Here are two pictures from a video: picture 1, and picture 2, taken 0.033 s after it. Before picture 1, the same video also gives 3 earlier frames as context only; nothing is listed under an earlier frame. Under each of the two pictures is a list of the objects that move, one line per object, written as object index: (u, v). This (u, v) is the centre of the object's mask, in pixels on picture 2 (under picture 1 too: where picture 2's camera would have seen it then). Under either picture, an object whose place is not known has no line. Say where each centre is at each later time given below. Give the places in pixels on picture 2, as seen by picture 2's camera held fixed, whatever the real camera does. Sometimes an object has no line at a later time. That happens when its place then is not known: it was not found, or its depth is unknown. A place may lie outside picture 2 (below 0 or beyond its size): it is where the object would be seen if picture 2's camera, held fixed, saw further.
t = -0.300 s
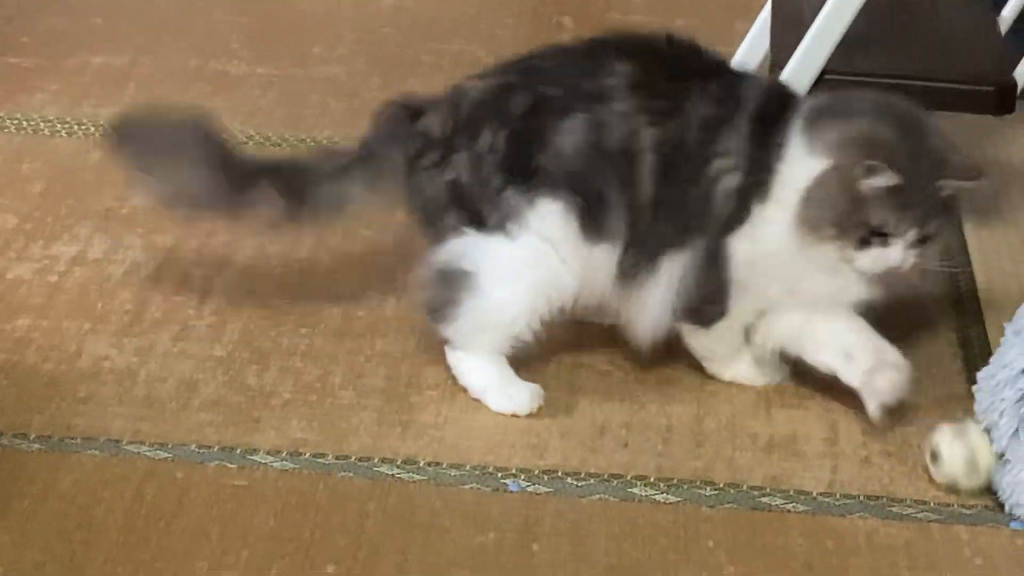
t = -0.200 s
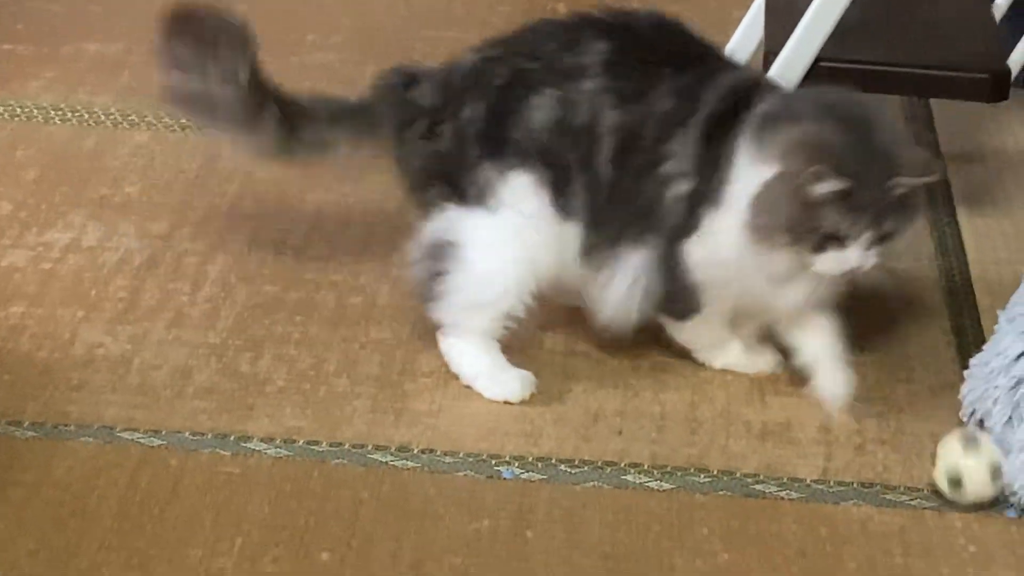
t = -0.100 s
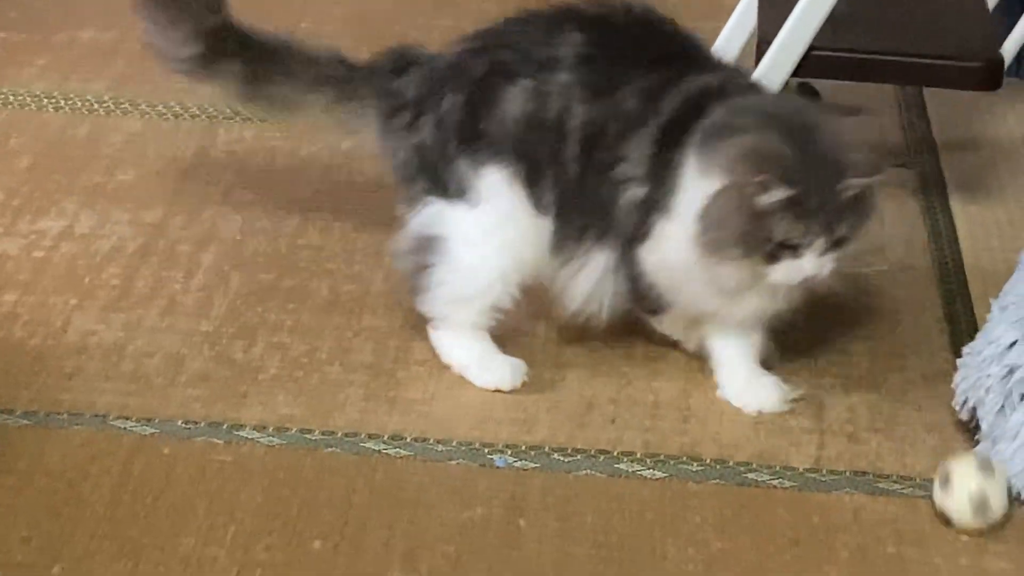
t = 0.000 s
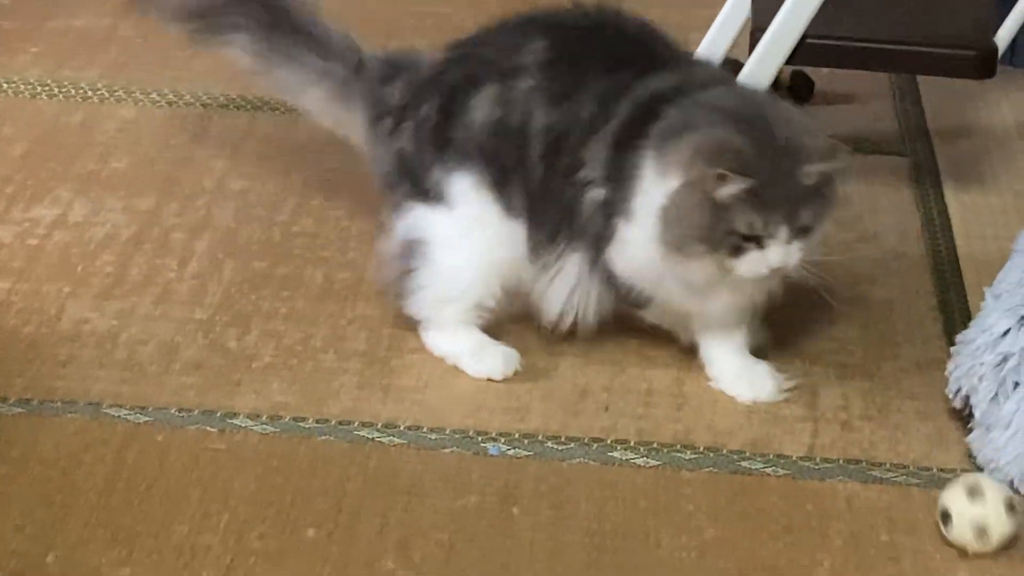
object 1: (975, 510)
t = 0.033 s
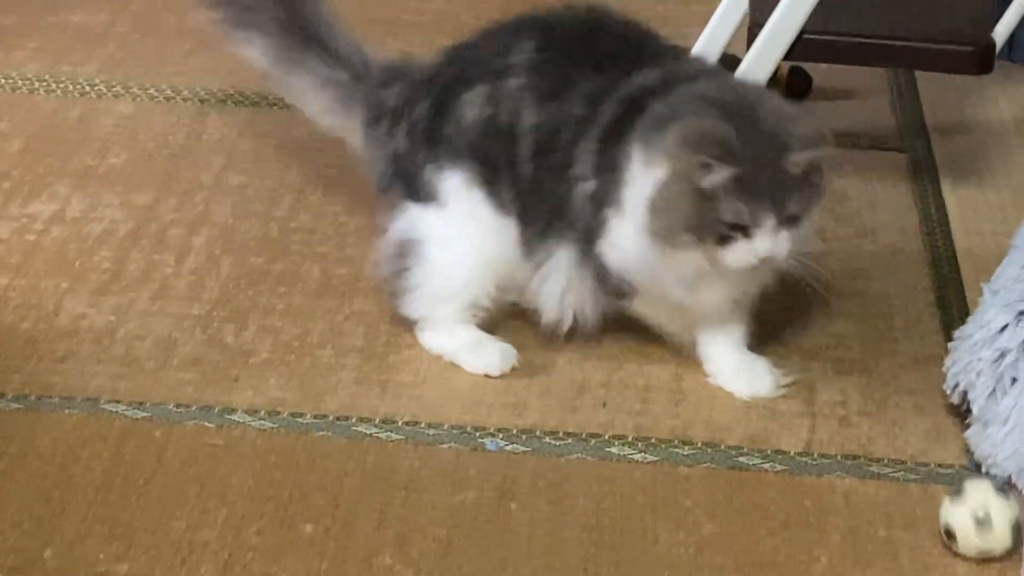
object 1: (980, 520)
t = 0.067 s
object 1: (984, 530)
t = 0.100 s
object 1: (981, 537)
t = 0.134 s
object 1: (973, 545)
